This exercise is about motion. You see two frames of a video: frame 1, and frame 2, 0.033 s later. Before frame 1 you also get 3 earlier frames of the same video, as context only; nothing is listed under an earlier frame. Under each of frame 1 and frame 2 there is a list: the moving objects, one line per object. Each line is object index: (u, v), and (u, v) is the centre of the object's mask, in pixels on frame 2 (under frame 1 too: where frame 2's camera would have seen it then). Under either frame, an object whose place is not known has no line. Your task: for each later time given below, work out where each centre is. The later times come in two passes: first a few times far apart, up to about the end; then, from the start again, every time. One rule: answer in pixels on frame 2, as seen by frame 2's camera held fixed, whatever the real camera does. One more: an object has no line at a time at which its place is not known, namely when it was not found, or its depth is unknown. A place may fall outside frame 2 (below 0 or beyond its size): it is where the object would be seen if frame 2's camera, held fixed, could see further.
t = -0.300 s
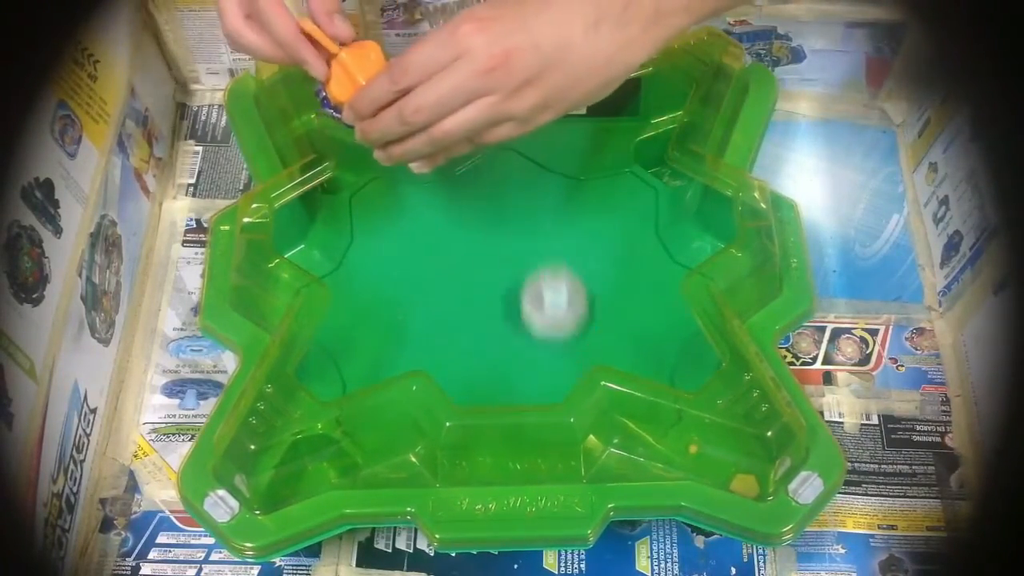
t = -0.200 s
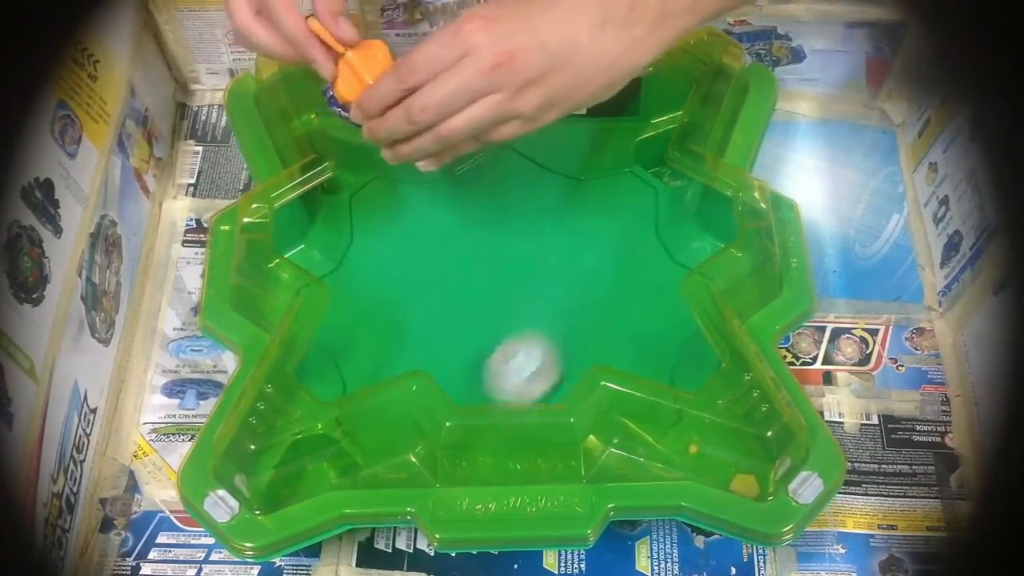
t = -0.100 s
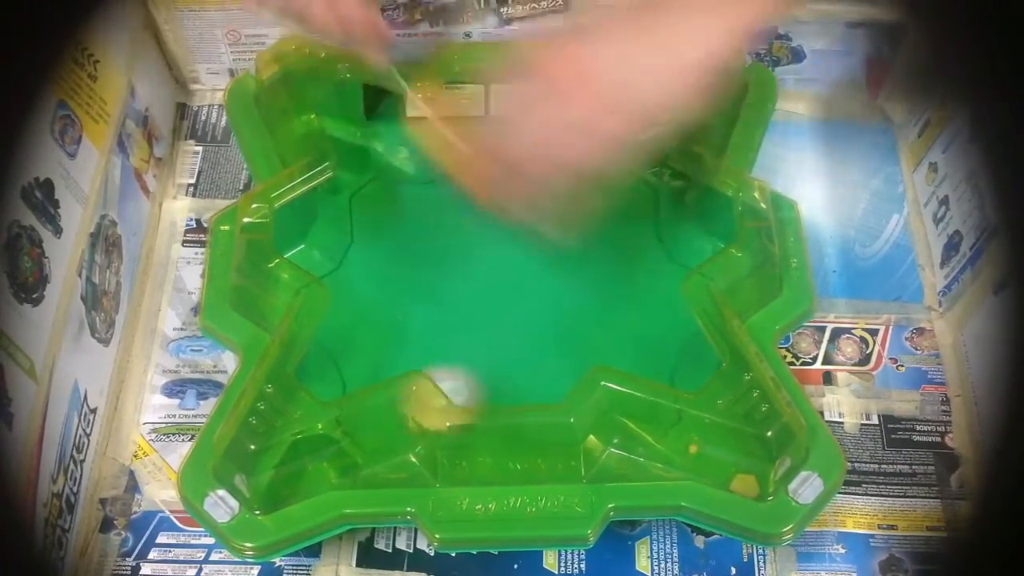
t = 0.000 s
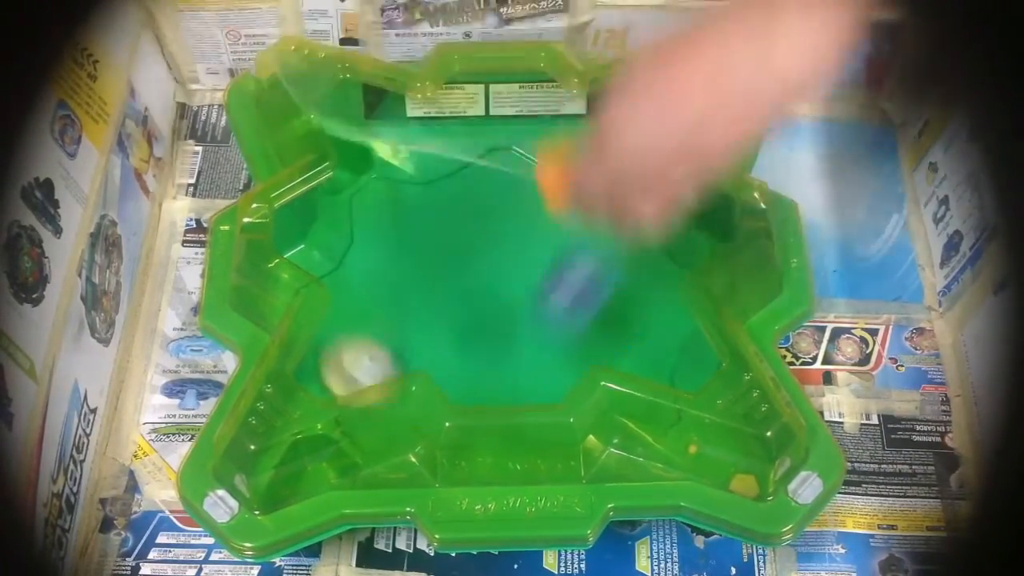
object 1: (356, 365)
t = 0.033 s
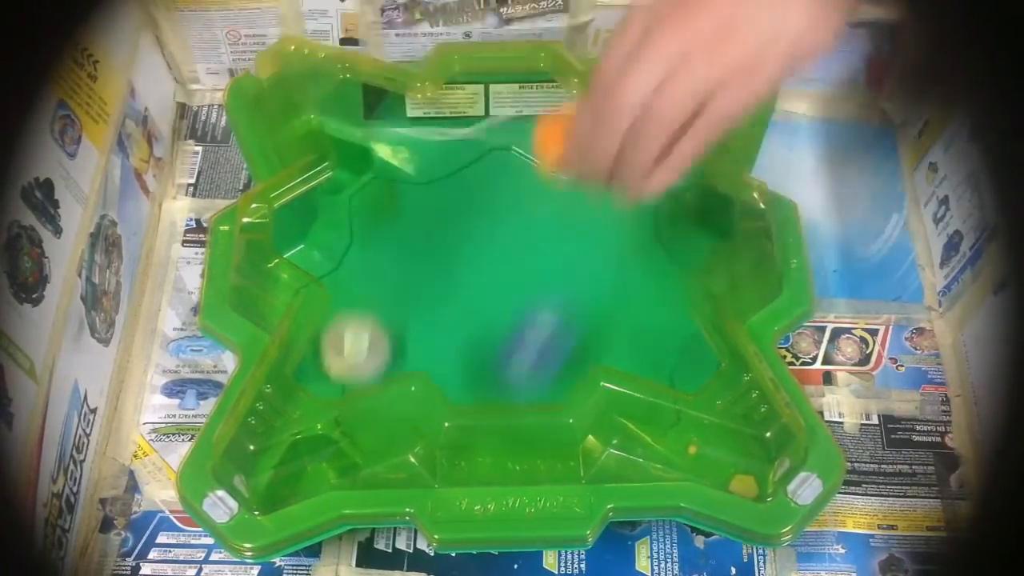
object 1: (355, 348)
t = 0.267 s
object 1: (439, 222)
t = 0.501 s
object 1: (598, 317)
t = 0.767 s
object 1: (485, 151)
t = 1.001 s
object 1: (481, 312)
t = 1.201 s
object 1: (440, 300)
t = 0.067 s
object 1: (357, 325)
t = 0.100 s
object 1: (360, 298)
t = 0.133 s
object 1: (364, 276)
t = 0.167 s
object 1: (373, 257)
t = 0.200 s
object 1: (390, 241)
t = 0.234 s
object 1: (412, 229)
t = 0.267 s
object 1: (439, 222)
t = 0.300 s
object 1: (466, 220)
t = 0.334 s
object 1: (494, 223)
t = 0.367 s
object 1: (521, 232)
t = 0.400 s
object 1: (548, 247)
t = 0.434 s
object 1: (571, 267)
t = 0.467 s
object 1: (587, 289)
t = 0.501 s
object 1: (598, 317)
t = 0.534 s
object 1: (605, 325)
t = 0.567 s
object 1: (621, 266)
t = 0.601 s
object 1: (636, 205)
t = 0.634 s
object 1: (620, 165)
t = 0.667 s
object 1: (583, 151)
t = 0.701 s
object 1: (547, 146)
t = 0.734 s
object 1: (510, 146)
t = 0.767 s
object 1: (485, 151)
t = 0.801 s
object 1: (471, 171)
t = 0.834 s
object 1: (457, 201)
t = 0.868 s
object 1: (452, 227)
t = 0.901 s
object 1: (453, 252)
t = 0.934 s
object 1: (457, 276)
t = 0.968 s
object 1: (467, 296)
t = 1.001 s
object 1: (481, 312)
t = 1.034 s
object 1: (496, 324)
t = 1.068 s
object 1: (510, 334)
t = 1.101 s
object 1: (523, 344)
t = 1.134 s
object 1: (531, 356)
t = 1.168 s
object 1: (507, 346)
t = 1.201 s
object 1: (440, 300)
